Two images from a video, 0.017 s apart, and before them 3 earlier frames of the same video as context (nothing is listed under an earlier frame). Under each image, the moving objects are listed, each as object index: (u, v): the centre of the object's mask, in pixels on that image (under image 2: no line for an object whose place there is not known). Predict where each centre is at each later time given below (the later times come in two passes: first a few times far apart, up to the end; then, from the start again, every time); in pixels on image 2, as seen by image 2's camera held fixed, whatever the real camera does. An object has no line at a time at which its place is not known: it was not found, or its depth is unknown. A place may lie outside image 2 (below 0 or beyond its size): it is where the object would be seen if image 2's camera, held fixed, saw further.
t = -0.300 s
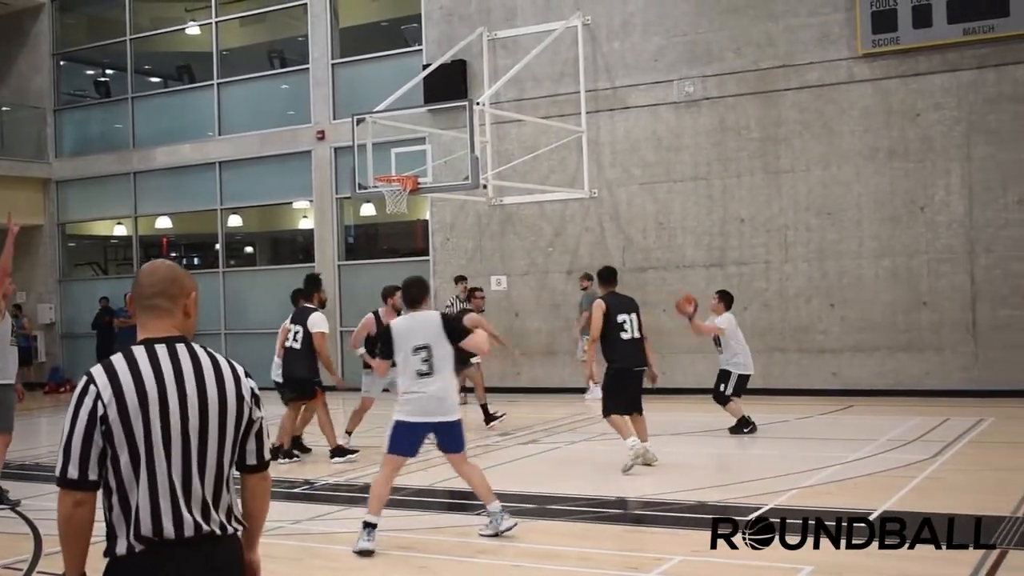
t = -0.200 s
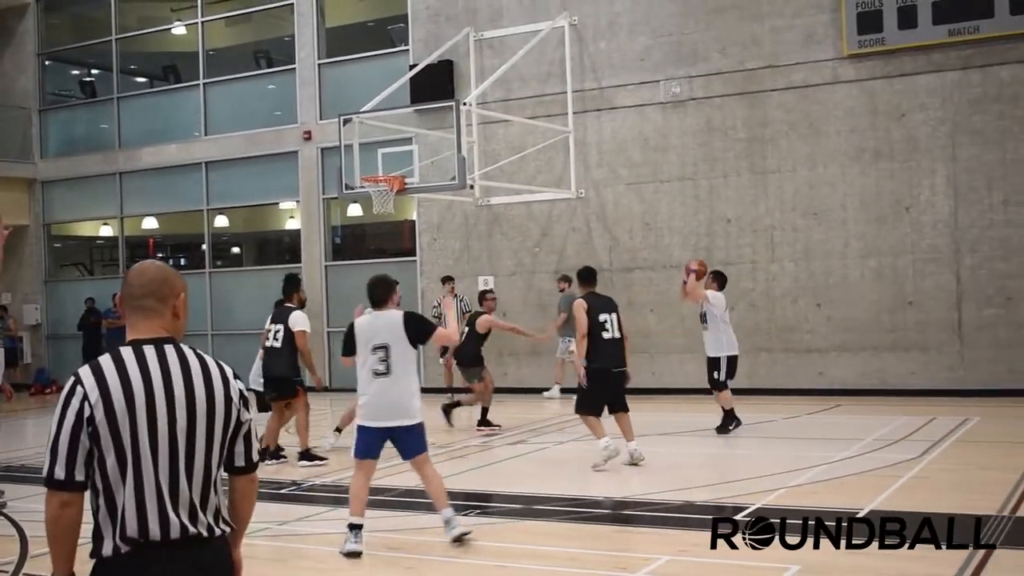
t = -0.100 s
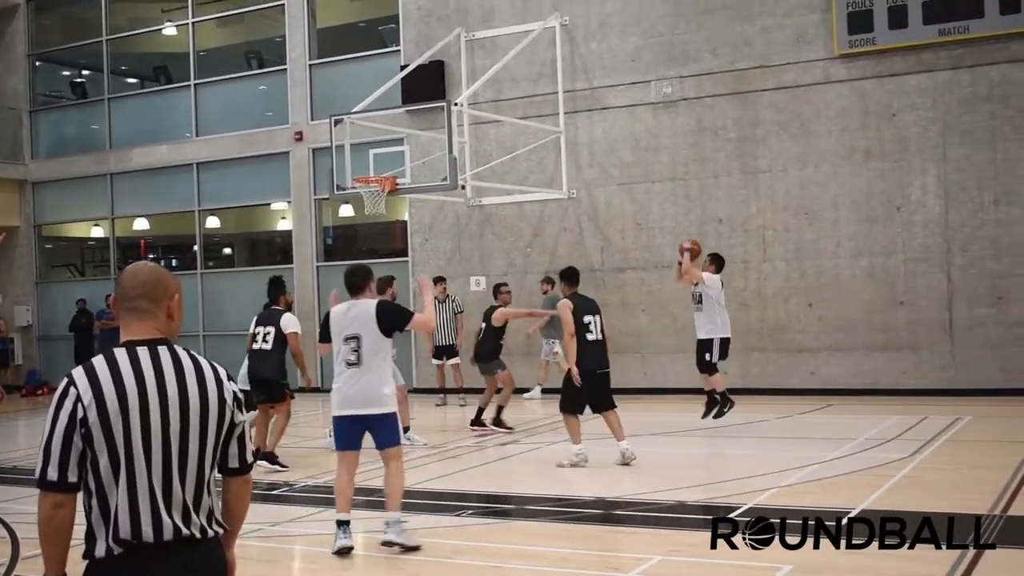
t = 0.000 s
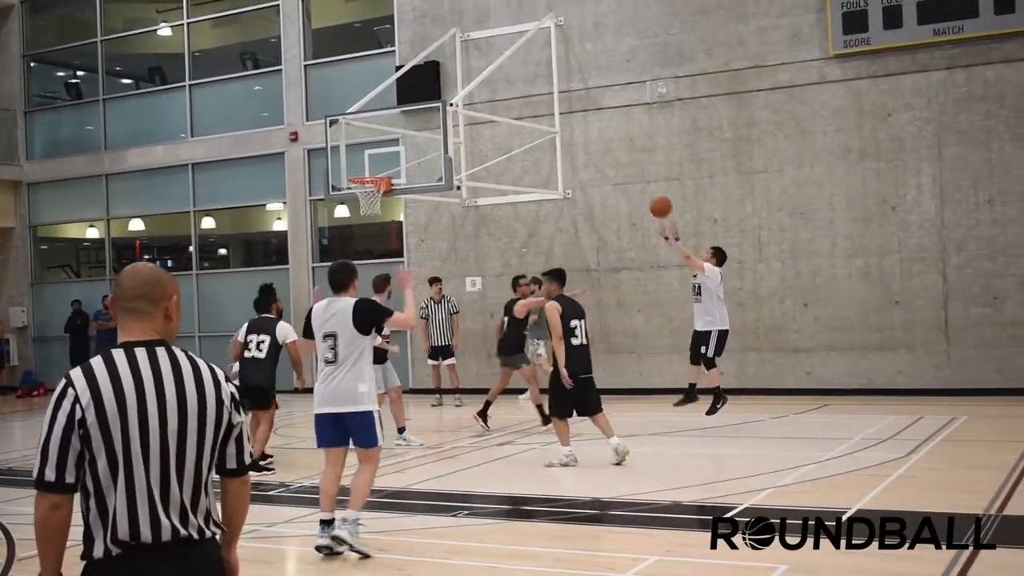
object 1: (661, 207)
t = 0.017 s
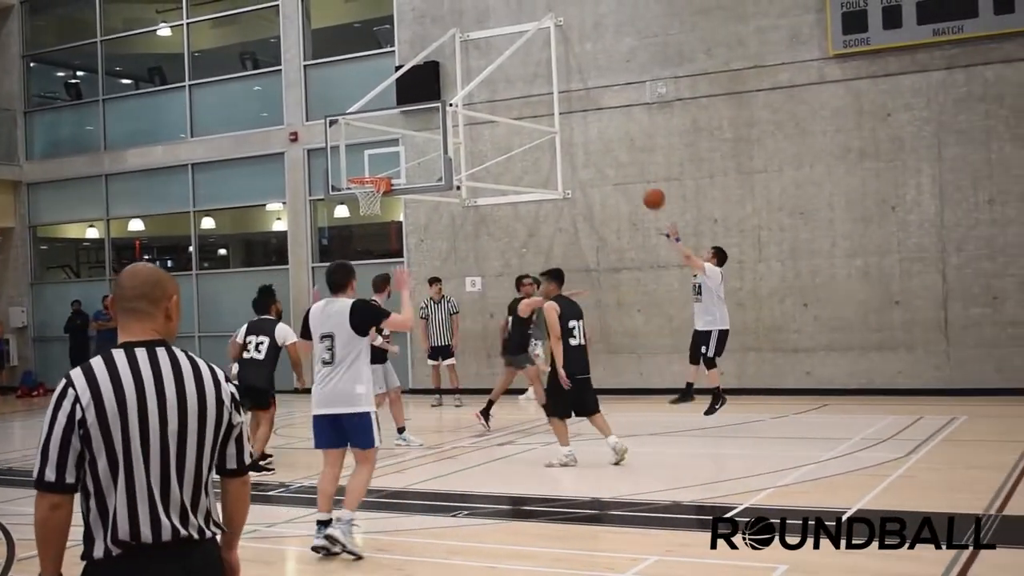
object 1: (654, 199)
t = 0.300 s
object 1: (557, 104)
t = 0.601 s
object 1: (469, 84)
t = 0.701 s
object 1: (441, 93)
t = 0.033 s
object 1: (648, 191)
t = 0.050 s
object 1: (642, 183)
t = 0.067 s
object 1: (636, 176)
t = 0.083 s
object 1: (630, 169)
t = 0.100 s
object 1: (624, 163)
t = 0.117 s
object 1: (618, 156)
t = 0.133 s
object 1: (612, 150)
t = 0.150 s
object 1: (606, 144)
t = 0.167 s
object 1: (600, 138)
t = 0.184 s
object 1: (595, 133)
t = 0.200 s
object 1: (589, 128)
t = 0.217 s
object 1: (584, 123)
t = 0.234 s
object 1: (578, 119)
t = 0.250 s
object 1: (573, 114)
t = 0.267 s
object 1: (568, 111)
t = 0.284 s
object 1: (563, 107)
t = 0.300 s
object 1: (557, 104)
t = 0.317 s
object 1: (552, 101)
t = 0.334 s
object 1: (547, 98)
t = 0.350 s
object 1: (542, 95)
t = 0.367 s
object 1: (537, 93)
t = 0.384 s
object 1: (532, 90)
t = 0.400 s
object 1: (527, 89)
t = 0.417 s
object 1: (522, 87)
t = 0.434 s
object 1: (517, 85)
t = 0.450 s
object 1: (512, 84)
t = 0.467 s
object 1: (507, 83)
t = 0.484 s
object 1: (502, 82)
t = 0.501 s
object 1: (497, 82)
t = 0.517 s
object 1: (493, 81)
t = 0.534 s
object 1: (487, 82)
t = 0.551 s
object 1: (483, 82)
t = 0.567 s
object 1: (478, 82)
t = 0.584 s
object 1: (474, 83)
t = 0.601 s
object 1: (469, 84)
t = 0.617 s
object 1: (464, 85)
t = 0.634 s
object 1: (460, 87)
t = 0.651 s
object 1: (455, 88)
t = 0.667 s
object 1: (450, 90)
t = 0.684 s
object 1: (445, 91)
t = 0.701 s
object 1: (441, 93)
